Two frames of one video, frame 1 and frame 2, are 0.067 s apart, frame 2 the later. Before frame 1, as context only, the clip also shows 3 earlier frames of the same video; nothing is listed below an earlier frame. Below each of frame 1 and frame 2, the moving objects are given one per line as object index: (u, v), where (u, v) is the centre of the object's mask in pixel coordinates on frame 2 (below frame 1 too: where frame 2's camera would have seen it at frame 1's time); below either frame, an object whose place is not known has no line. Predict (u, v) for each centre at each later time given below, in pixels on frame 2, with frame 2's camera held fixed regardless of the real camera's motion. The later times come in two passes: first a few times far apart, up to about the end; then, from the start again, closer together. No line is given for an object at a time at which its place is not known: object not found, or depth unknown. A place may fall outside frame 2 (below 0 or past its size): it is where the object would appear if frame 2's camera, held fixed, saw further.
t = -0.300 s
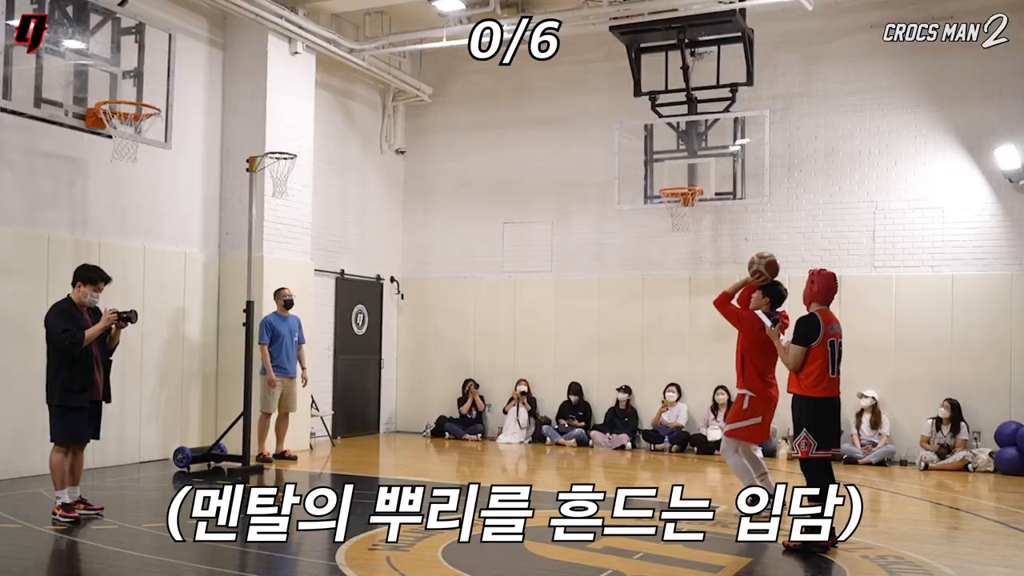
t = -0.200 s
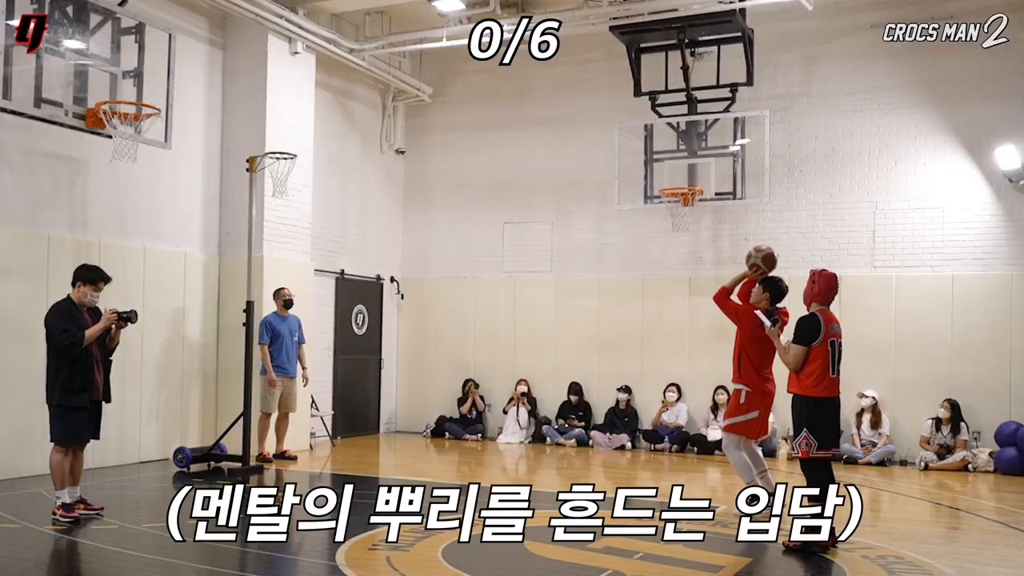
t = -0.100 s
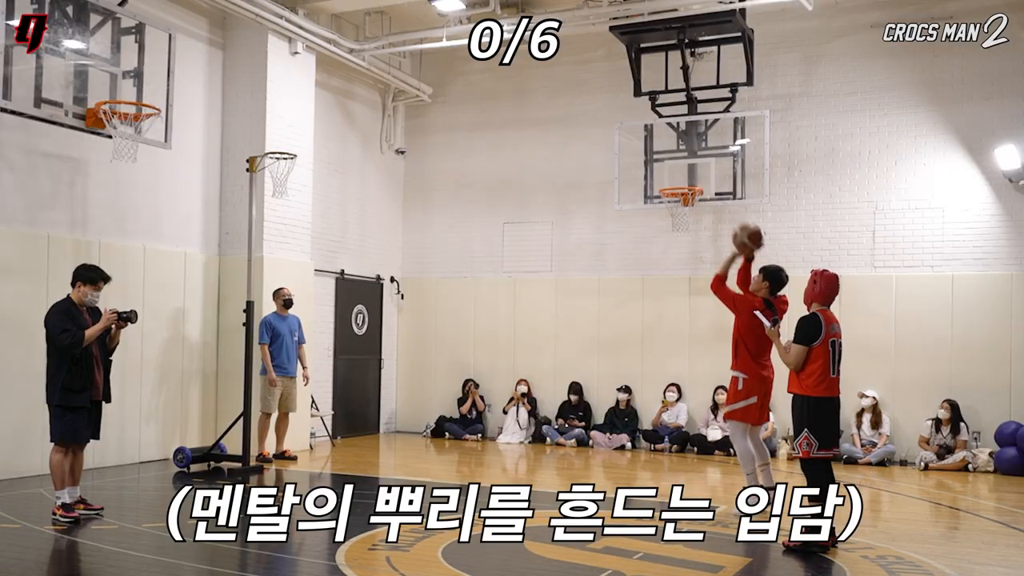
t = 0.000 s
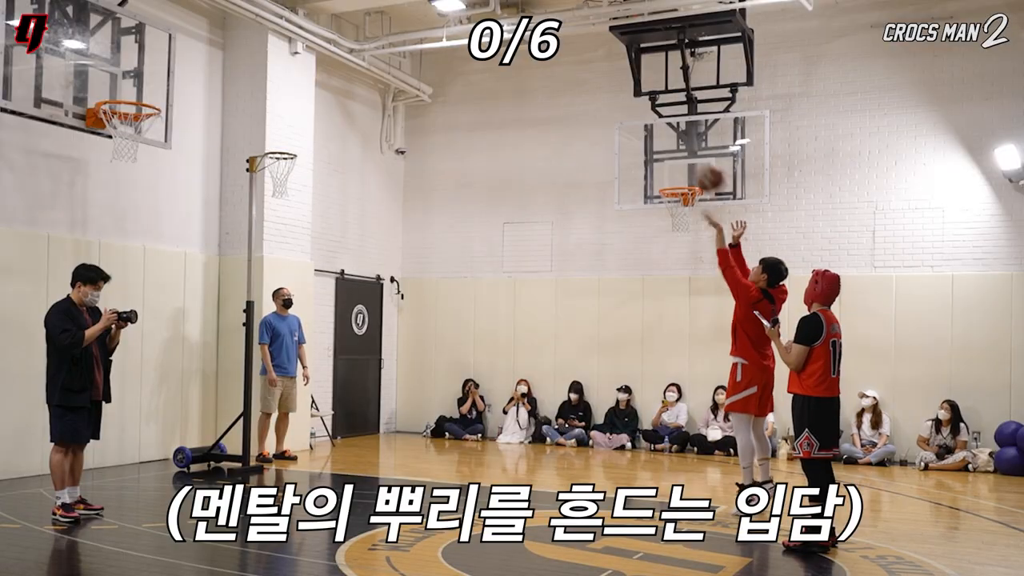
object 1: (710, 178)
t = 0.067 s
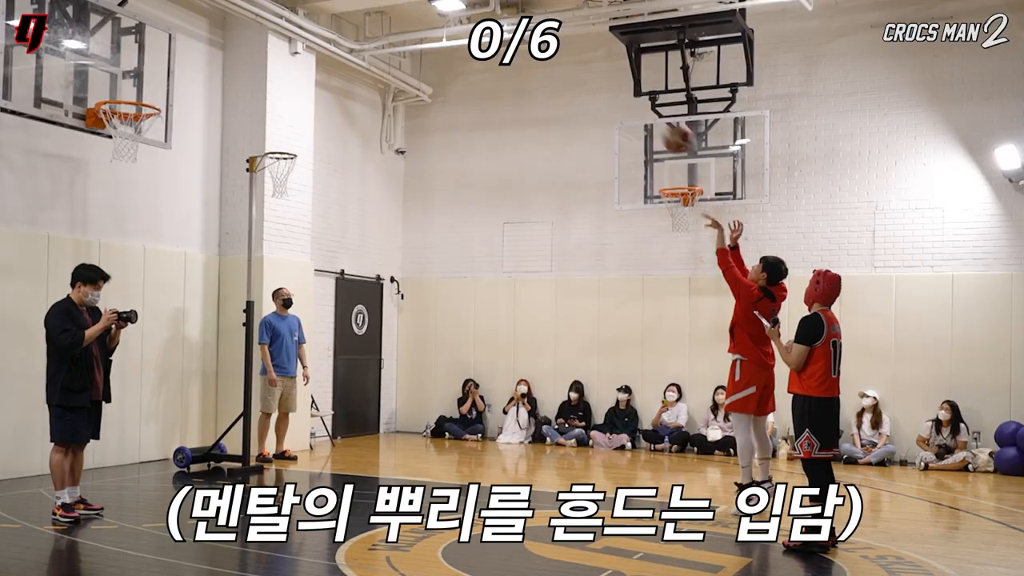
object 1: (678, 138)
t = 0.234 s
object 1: (598, 64)
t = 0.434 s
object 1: (510, 20)
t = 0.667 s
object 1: (415, 29)
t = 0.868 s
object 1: (340, 78)
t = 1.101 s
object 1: (280, 141)
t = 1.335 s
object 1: (308, 136)
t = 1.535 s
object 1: (329, 173)
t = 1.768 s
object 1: (351, 259)
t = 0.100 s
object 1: (662, 119)
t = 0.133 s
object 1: (646, 104)
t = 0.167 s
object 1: (630, 89)
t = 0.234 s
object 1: (598, 64)
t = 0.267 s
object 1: (583, 53)
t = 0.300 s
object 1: (570, 45)
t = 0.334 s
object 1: (561, 36)
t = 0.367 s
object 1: (532, 27)
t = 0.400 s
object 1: (528, 23)
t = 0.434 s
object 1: (510, 20)
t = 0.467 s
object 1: (499, 15)
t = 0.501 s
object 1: (481, 14)
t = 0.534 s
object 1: (468, 20)
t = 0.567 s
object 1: (456, 21)
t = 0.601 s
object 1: (442, 22)
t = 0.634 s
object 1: (428, 24)
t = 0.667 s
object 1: (415, 29)
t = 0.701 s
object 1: (402, 34)
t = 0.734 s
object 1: (389, 41)
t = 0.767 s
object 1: (377, 49)
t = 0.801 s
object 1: (363, 59)
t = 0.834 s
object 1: (350, 69)
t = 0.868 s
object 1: (340, 78)
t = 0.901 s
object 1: (327, 91)
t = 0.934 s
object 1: (314, 105)
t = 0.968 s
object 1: (302, 119)
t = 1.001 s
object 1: (290, 134)
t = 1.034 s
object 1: (280, 144)
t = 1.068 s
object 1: (275, 145)
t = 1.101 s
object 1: (280, 141)
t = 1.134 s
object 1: (284, 138)
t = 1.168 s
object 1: (288, 135)
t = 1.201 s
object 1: (292, 133)
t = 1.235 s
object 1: (296, 132)
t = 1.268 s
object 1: (300, 133)
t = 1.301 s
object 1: (304, 134)
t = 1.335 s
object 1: (308, 136)
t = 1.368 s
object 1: (312, 140)
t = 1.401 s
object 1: (315, 144)
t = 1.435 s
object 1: (319, 150)
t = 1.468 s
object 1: (322, 157)
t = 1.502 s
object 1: (326, 164)
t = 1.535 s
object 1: (329, 173)
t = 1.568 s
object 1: (332, 182)
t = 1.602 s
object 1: (336, 192)
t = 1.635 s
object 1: (339, 204)
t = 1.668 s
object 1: (342, 216)
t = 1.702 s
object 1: (345, 229)
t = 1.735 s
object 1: (348, 243)
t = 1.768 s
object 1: (351, 259)
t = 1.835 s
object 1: (357, 292)
